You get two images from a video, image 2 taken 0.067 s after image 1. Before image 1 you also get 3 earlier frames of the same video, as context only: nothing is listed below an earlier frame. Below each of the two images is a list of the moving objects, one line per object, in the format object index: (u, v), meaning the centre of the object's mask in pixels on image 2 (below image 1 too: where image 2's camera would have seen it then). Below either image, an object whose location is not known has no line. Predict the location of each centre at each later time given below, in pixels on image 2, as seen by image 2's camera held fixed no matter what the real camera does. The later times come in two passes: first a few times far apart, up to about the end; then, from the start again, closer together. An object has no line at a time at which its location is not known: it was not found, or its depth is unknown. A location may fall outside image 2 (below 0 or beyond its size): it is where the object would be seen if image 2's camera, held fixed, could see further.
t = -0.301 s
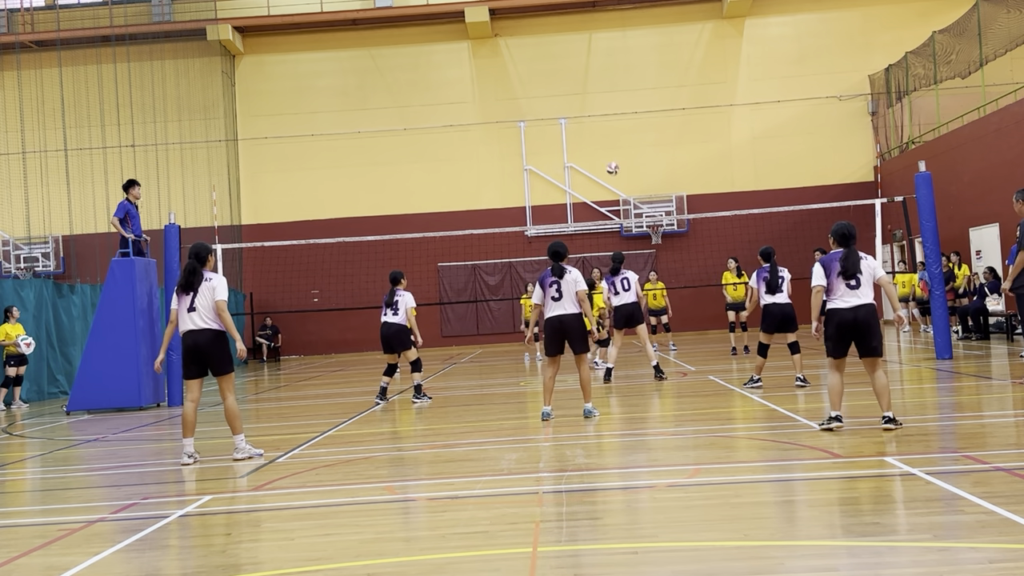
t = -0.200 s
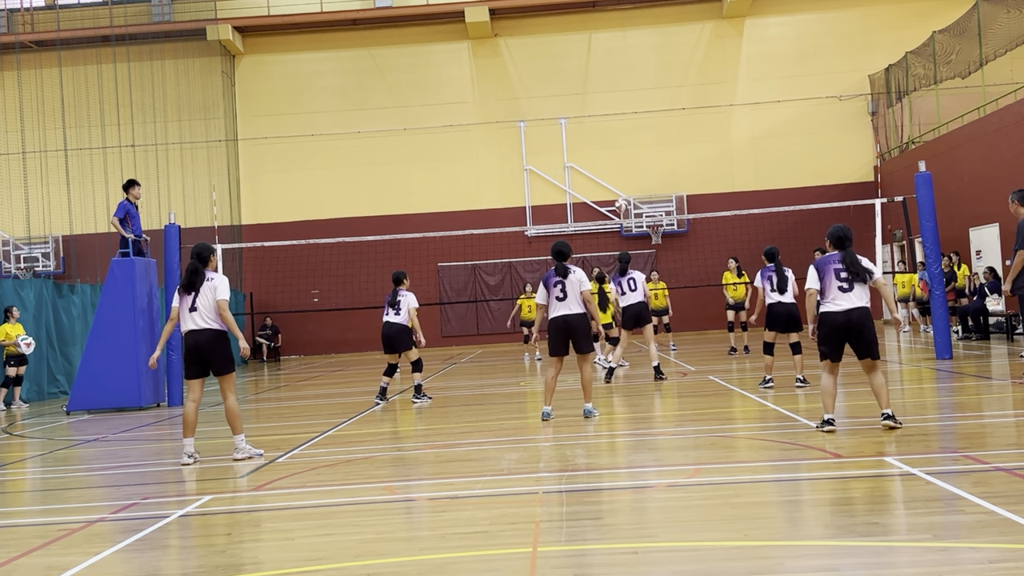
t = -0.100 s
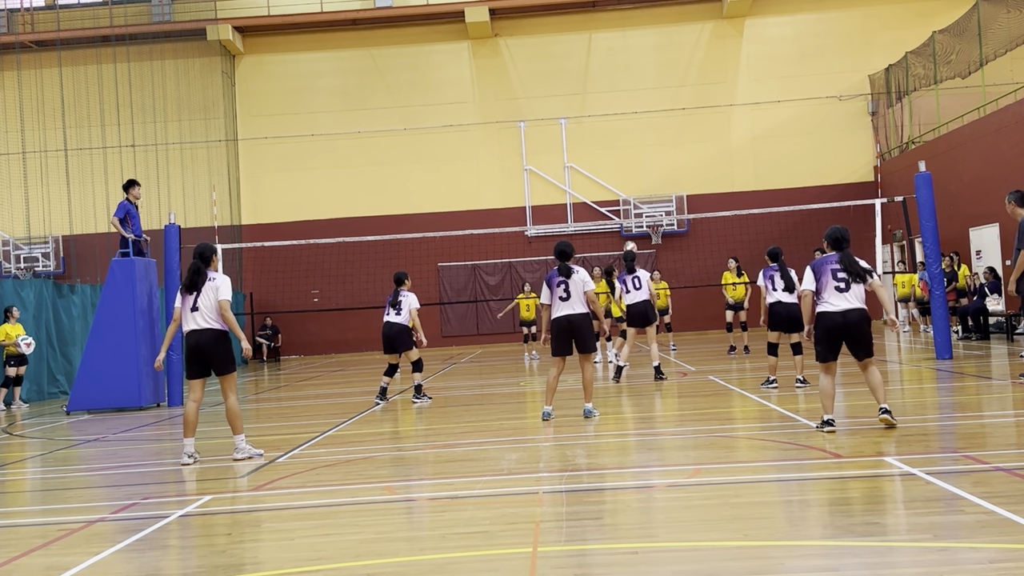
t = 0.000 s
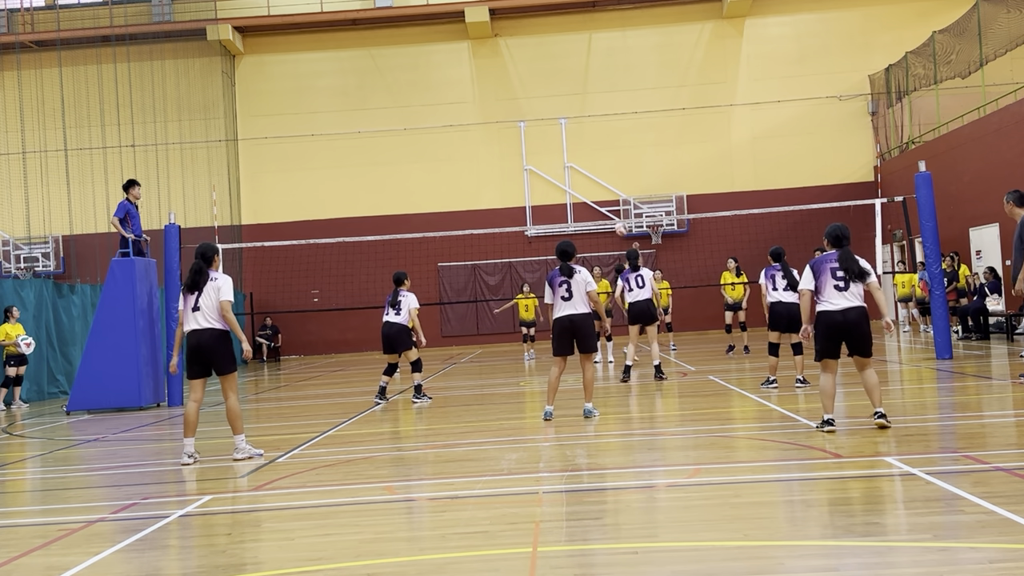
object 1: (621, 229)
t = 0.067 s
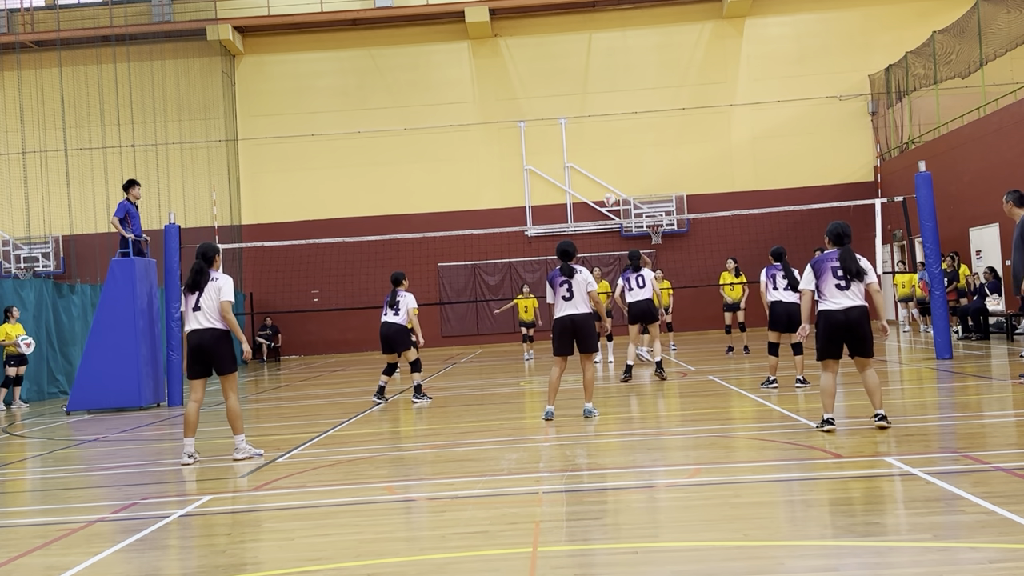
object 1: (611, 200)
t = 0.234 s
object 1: (582, 142)
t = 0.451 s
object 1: (544, 89)
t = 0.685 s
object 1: (500, 67)
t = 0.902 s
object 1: (458, 84)
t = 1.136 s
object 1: (412, 147)
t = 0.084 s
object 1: (607, 195)
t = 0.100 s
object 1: (605, 187)
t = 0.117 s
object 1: (602, 181)
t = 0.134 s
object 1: (599, 175)
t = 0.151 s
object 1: (596, 169)
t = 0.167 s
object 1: (594, 164)
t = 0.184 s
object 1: (591, 158)
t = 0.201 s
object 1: (588, 153)
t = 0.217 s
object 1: (585, 147)
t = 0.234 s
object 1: (582, 142)
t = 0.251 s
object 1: (580, 137)
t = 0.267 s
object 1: (577, 132)
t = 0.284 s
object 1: (573, 127)
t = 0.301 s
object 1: (570, 123)
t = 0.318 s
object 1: (568, 118)
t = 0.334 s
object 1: (565, 114)
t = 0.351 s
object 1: (562, 110)
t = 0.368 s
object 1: (559, 106)
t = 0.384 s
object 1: (556, 103)
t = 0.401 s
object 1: (553, 99)
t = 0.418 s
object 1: (550, 96)
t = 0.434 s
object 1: (547, 92)
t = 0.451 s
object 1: (544, 89)
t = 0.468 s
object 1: (541, 86)
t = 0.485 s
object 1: (537, 84)
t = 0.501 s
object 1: (534, 82)
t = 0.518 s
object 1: (532, 79)
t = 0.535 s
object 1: (528, 78)
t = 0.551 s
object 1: (525, 76)
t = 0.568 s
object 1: (522, 74)
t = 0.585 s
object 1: (519, 72)
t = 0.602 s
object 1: (516, 71)
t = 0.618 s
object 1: (513, 70)
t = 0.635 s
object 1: (509, 69)
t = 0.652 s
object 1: (506, 69)
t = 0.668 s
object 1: (503, 68)
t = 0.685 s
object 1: (500, 67)
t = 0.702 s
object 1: (497, 68)
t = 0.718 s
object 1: (494, 68)
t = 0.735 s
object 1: (490, 68)
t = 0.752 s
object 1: (487, 68)
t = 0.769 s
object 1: (484, 70)
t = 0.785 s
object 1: (481, 70)
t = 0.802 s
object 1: (477, 72)
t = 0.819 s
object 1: (474, 73)
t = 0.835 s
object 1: (471, 75)
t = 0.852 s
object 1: (468, 77)
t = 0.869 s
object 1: (464, 79)
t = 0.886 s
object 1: (461, 81)
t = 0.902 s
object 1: (458, 84)
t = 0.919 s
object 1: (455, 87)
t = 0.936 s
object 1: (452, 90)
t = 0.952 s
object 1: (448, 93)
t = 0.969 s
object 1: (445, 97)
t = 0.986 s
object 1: (441, 101)
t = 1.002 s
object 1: (438, 105)
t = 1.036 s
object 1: (431, 114)
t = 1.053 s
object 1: (429, 118)
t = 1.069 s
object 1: (425, 124)
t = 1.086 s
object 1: (422, 129)
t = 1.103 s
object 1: (419, 135)
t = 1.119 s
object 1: (415, 141)
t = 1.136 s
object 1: (412, 147)
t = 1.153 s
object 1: (409, 153)
